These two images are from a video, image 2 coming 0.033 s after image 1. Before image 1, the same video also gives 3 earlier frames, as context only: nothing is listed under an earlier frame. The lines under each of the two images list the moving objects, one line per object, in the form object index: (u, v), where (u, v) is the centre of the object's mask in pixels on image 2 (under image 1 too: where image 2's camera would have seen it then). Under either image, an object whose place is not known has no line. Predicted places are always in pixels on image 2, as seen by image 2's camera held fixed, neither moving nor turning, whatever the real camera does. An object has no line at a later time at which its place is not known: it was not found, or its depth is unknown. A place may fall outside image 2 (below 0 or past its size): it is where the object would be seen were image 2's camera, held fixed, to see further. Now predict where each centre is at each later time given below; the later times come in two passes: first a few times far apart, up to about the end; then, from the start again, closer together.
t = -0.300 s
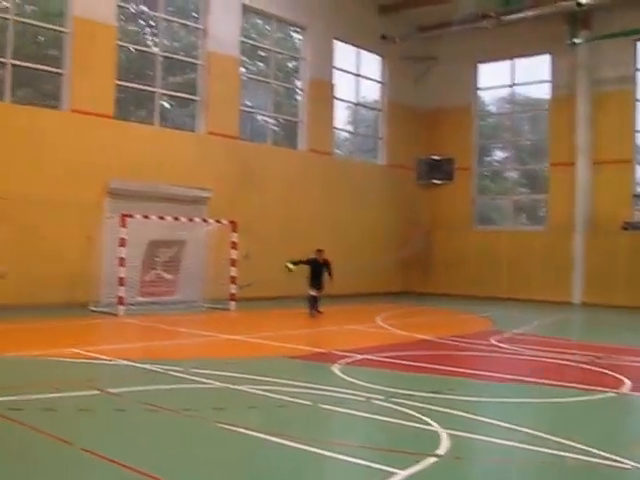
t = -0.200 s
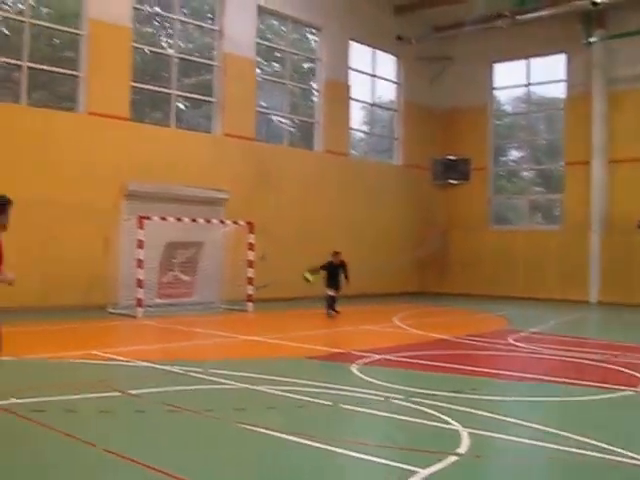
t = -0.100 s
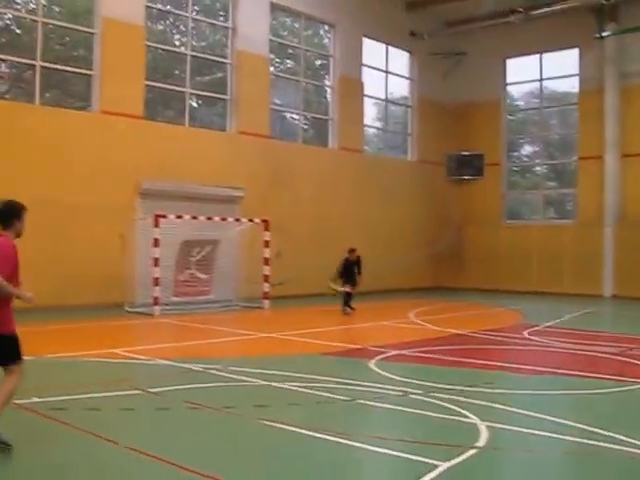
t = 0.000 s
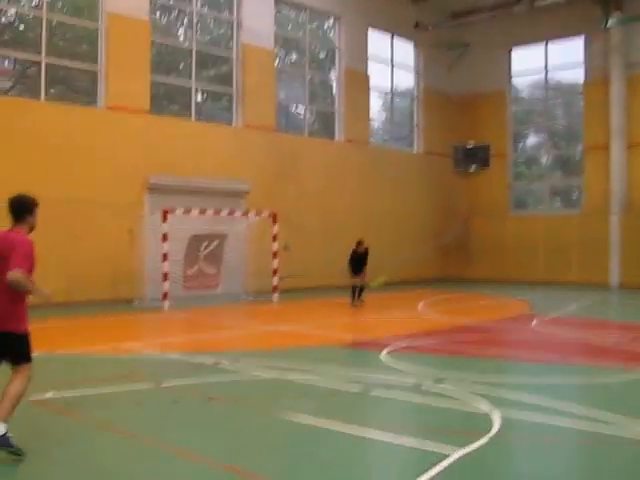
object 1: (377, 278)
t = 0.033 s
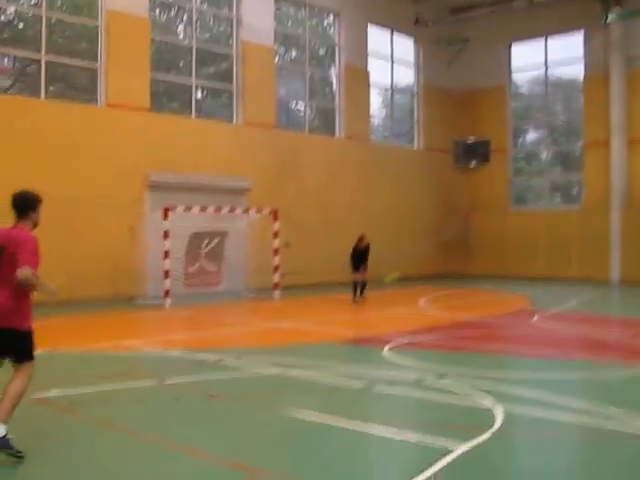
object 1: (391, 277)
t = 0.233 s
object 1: (471, 274)
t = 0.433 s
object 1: (551, 301)
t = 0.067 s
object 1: (406, 275)
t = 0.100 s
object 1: (419, 273)
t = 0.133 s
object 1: (433, 273)
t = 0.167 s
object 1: (446, 273)
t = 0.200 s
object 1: (459, 274)
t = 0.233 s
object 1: (471, 274)
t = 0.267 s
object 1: (483, 275)
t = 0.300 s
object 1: (497, 281)
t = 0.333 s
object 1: (511, 285)
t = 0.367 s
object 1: (525, 289)
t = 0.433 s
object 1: (551, 301)
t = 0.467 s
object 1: (563, 299)
